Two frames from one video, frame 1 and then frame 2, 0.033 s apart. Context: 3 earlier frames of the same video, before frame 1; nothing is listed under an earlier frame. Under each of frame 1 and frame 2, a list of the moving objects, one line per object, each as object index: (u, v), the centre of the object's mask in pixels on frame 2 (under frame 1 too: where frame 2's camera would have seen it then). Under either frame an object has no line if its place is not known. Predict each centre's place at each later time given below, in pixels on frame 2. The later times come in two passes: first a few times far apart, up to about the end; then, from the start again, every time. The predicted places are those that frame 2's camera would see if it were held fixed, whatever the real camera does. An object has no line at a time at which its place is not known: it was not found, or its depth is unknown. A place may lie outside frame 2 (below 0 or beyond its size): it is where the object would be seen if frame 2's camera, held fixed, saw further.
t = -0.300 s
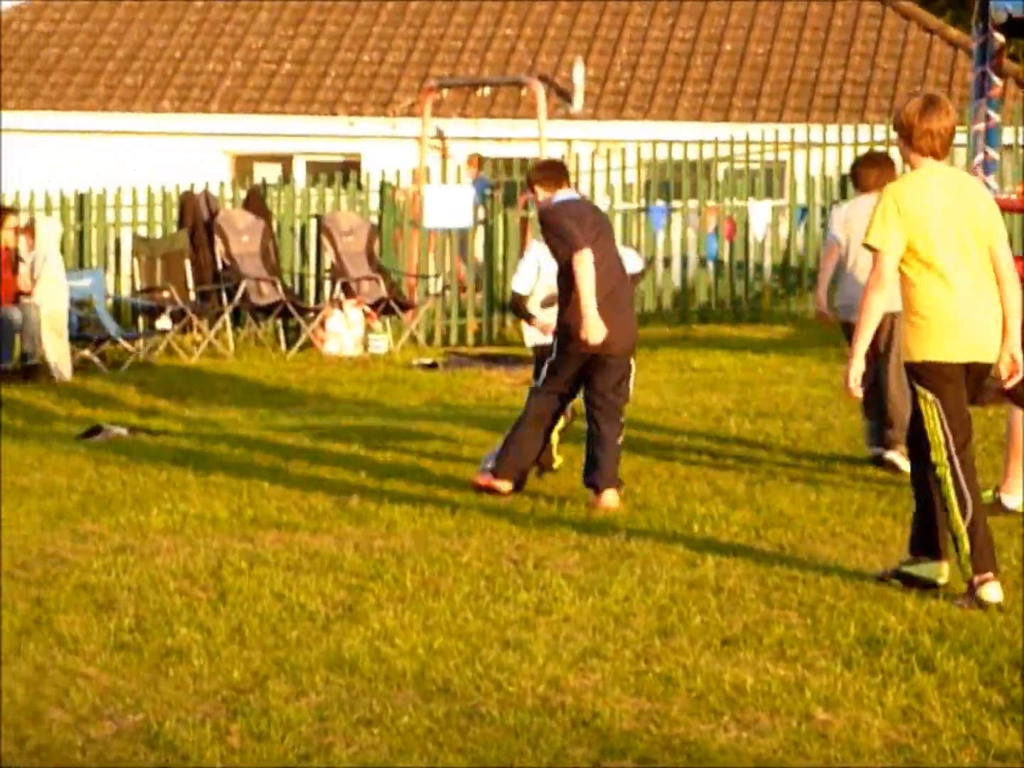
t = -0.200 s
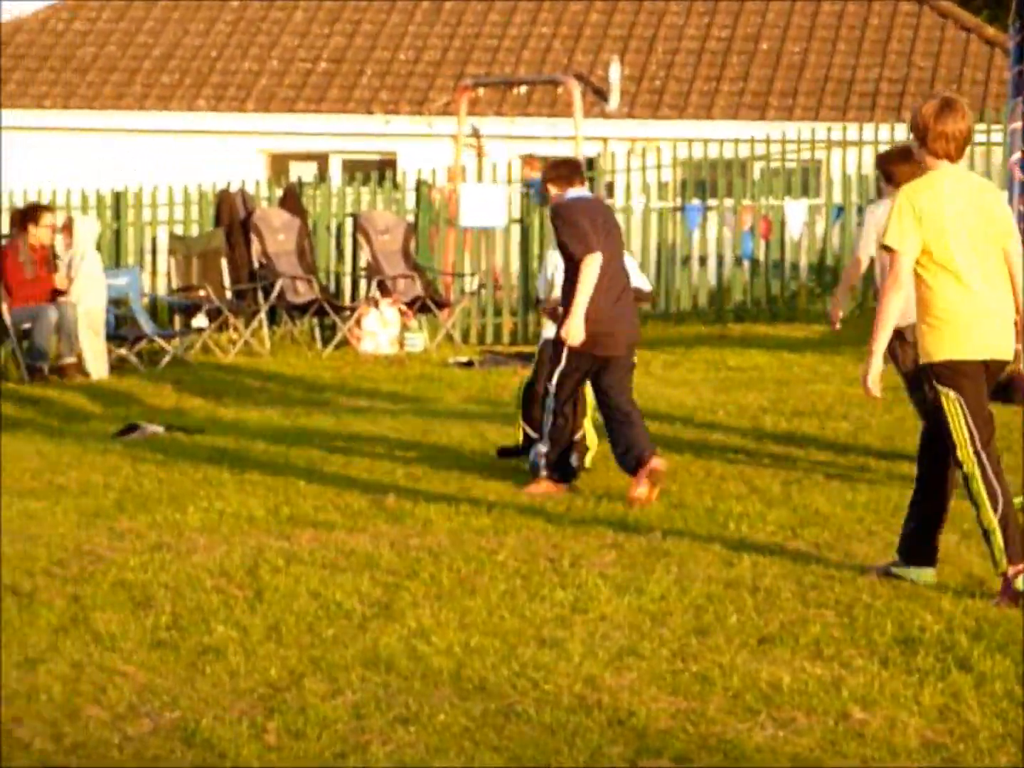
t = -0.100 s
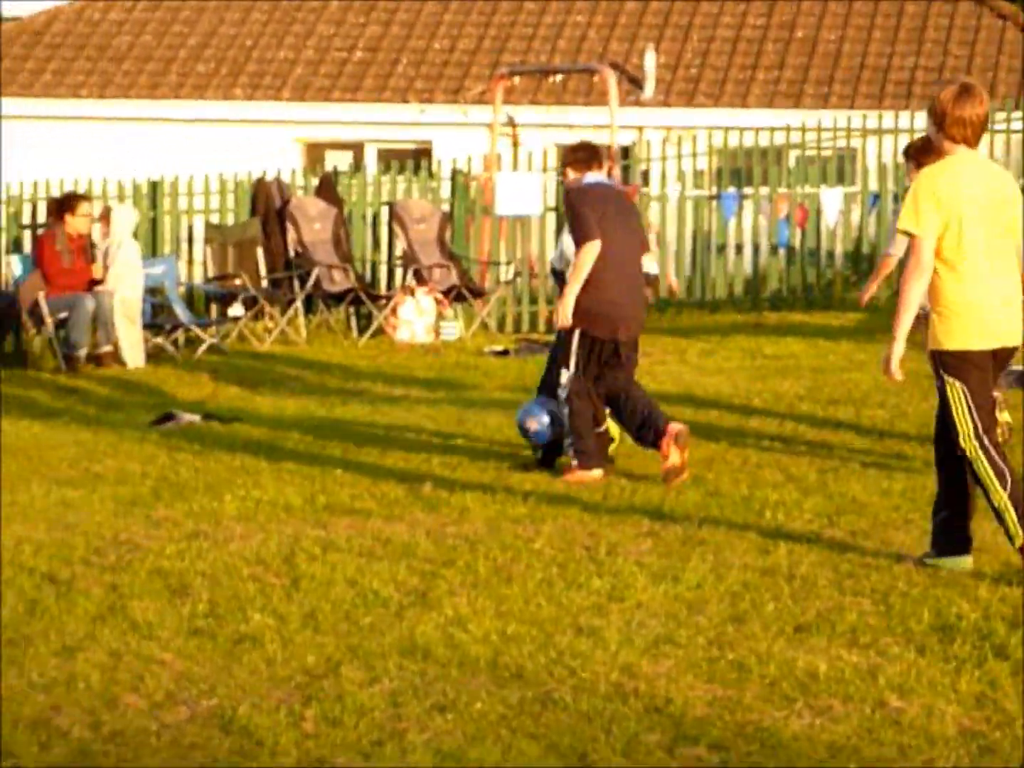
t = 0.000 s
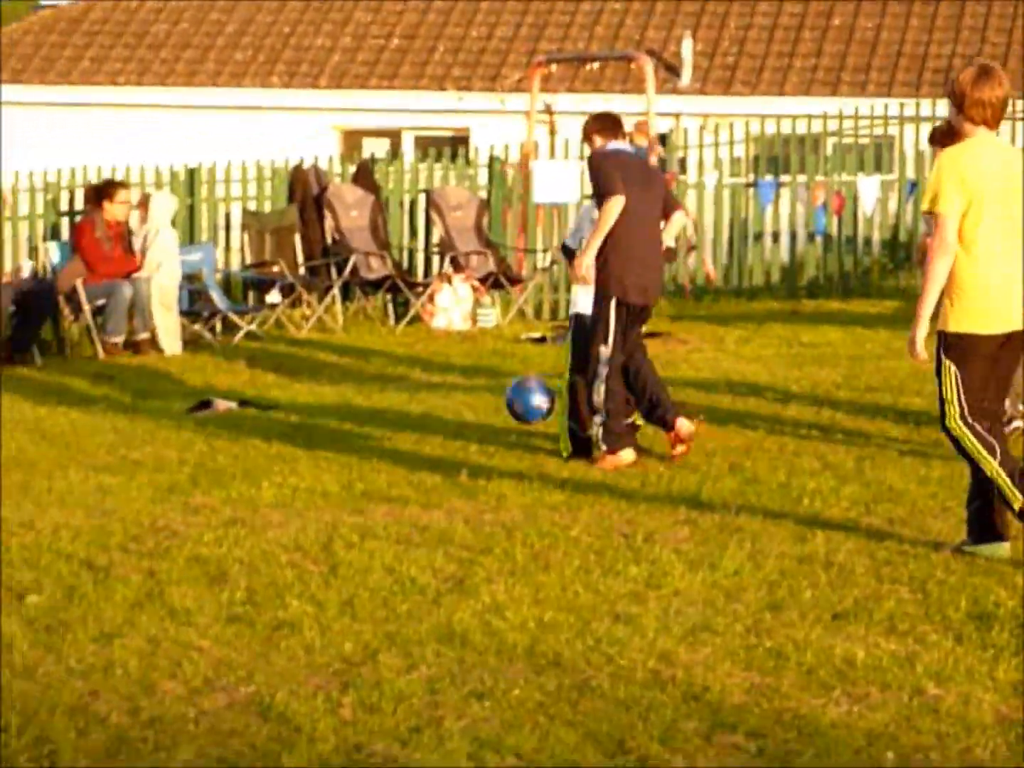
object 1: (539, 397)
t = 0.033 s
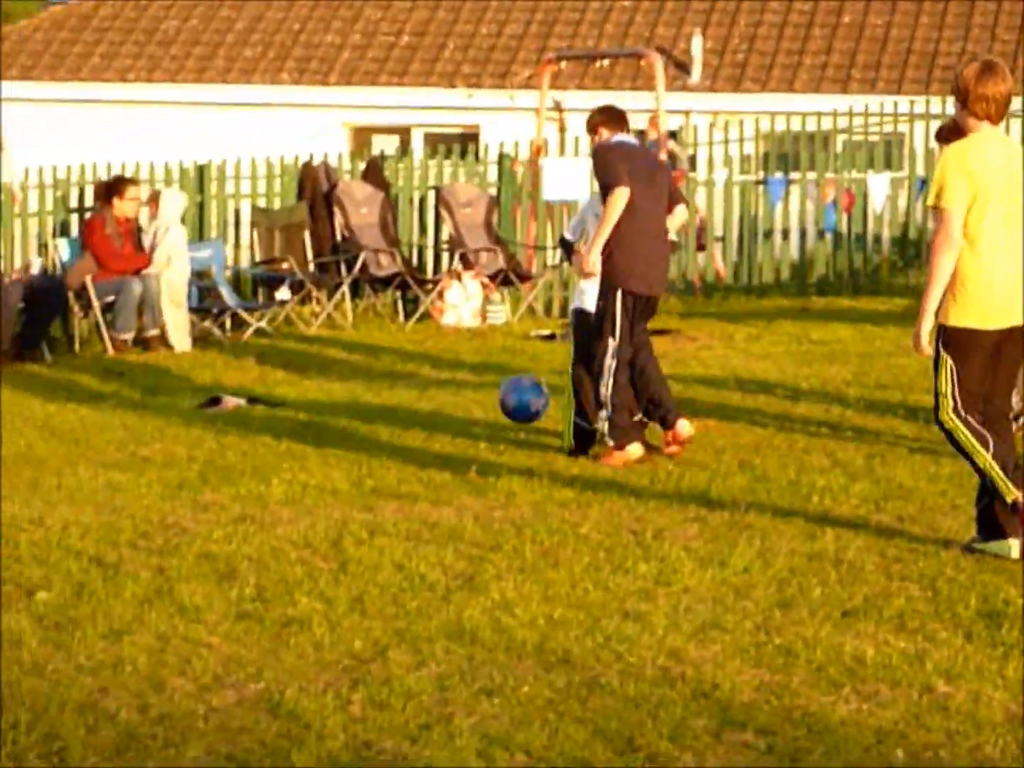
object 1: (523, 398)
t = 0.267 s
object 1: (403, 470)
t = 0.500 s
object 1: (277, 482)
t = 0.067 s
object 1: (507, 404)
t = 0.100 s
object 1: (491, 411)
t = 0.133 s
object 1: (474, 420)
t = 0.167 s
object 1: (456, 433)
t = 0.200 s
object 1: (439, 447)
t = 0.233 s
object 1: (422, 465)
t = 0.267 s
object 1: (403, 470)
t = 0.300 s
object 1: (386, 468)
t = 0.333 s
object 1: (368, 467)
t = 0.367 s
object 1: (350, 467)
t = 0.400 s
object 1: (331, 469)
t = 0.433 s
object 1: (313, 474)
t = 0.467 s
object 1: (294, 479)
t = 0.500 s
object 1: (277, 482)
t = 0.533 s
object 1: (258, 482)
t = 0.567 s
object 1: (240, 481)
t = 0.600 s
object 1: (221, 482)
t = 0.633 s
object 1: (202, 484)
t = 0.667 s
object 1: (183, 487)
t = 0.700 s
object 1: (164, 488)
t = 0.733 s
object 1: (145, 487)
